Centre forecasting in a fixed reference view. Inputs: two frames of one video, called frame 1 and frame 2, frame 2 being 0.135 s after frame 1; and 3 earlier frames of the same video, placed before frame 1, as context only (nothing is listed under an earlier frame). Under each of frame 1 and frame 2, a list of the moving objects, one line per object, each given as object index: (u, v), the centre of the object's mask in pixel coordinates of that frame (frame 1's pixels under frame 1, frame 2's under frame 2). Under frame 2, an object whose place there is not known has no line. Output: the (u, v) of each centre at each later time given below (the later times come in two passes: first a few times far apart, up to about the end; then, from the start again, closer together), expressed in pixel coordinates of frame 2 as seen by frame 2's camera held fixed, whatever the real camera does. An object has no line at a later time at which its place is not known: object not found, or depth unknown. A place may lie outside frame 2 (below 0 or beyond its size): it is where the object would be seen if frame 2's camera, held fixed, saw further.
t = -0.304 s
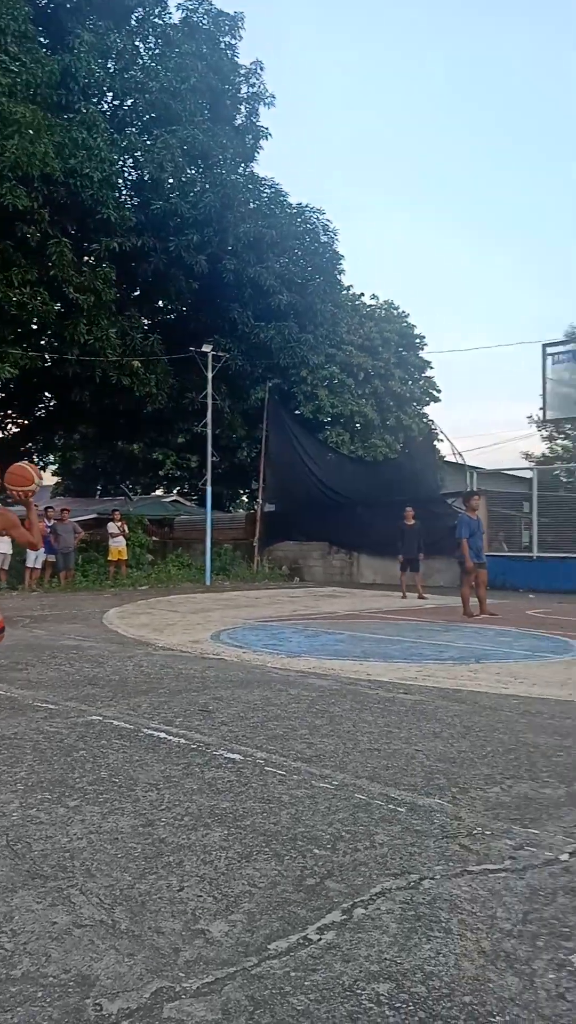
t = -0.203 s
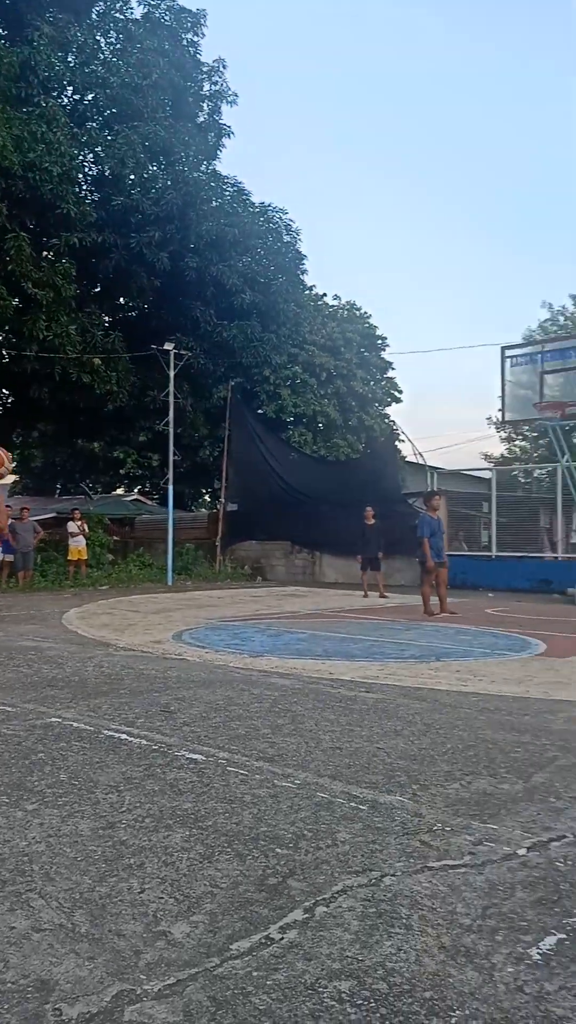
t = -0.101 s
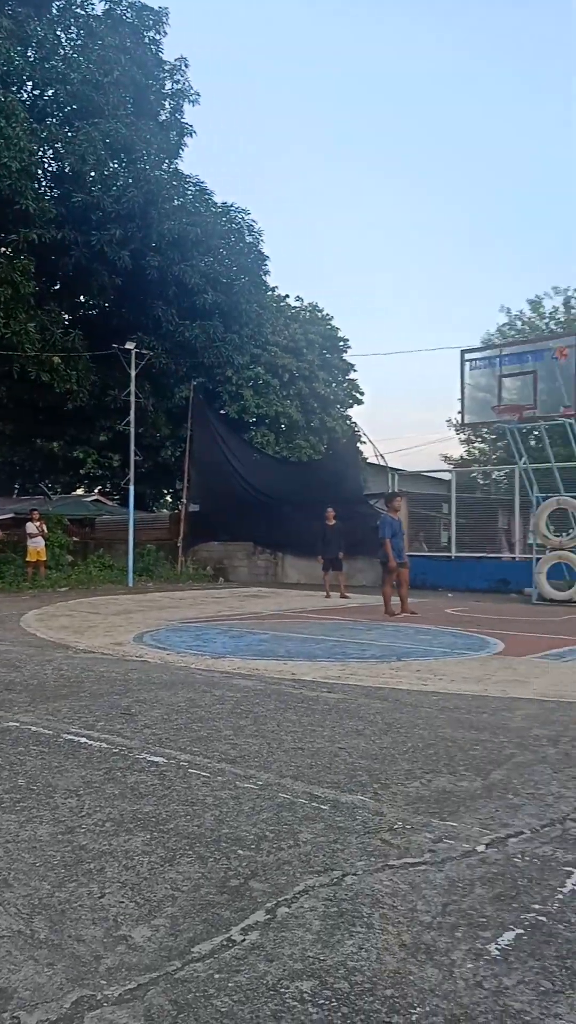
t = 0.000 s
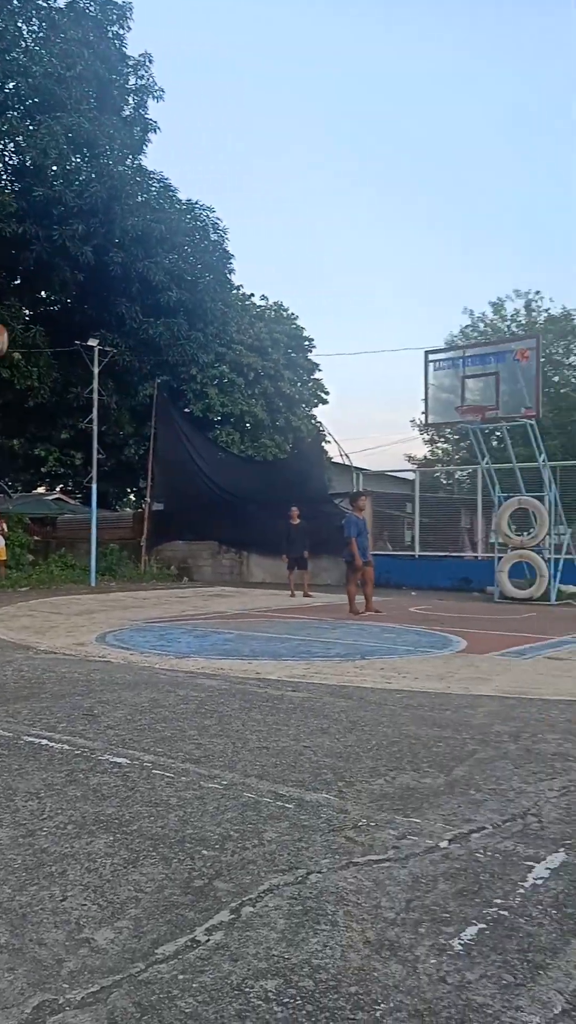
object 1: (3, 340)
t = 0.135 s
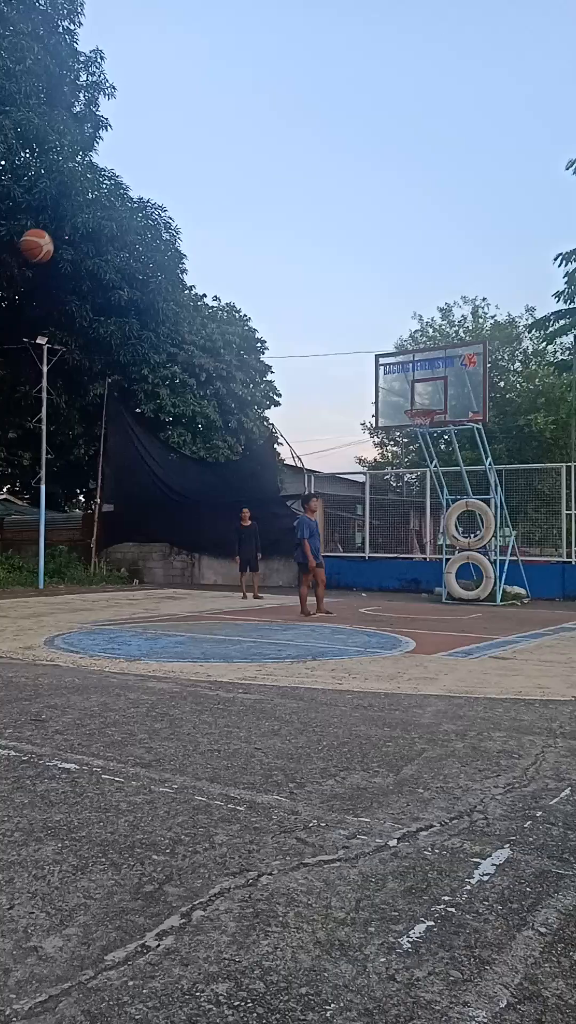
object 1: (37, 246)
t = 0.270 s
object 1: (116, 194)
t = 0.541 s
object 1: (233, 168)
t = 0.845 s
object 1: (323, 213)
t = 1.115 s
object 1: (382, 295)
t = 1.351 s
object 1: (423, 389)
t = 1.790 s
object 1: (300, 422)
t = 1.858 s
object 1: (280, 434)
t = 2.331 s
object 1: (145, 577)
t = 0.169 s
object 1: (58, 230)
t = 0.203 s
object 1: (78, 217)
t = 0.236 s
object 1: (98, 205)
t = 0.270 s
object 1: (116, 194)
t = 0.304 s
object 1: (134, 186)
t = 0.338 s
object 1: (150, 180)
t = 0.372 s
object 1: (166, 175)
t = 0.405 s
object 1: (180, 171)
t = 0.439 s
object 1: (194, 168)
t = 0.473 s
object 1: (208, 167)
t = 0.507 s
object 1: (221, 167)
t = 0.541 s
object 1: (233, 168)
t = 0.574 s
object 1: (245, 170)
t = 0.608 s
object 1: (256, 173)
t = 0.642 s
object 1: (267, 176)
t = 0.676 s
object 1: (277, 181)
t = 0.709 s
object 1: (287, 187)
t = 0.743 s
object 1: (297, 192)
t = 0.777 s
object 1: (306, 199)
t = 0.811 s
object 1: (314, 206)
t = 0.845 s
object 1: (323, 213)
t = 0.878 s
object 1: (331, 221)
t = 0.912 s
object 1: (339, 231)
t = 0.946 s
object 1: (347, 240)
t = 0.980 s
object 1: (355, 250)
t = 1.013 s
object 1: (362, 261)
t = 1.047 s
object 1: (369, 272)
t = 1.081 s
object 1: (376, 283)
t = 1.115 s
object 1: (382, 295)
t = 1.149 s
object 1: (389, 307)
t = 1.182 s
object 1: (395, 320)
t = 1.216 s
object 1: (401, 333)
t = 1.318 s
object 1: (418, 375)
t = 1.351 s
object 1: (423, 389)
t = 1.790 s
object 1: (300, 422)
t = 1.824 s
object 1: (290, 428)
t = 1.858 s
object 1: (280, 434)
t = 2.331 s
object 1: (145, 577)
